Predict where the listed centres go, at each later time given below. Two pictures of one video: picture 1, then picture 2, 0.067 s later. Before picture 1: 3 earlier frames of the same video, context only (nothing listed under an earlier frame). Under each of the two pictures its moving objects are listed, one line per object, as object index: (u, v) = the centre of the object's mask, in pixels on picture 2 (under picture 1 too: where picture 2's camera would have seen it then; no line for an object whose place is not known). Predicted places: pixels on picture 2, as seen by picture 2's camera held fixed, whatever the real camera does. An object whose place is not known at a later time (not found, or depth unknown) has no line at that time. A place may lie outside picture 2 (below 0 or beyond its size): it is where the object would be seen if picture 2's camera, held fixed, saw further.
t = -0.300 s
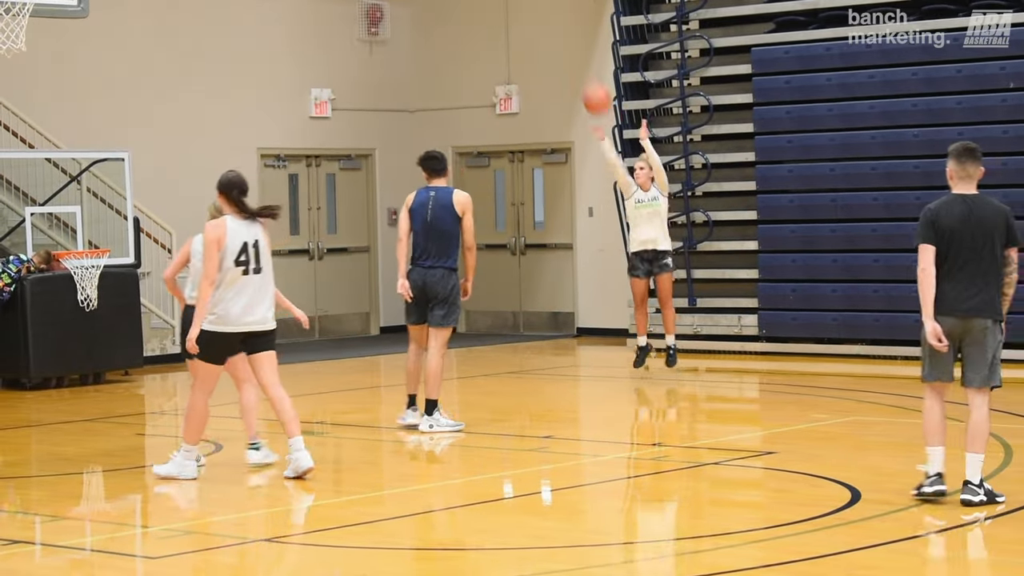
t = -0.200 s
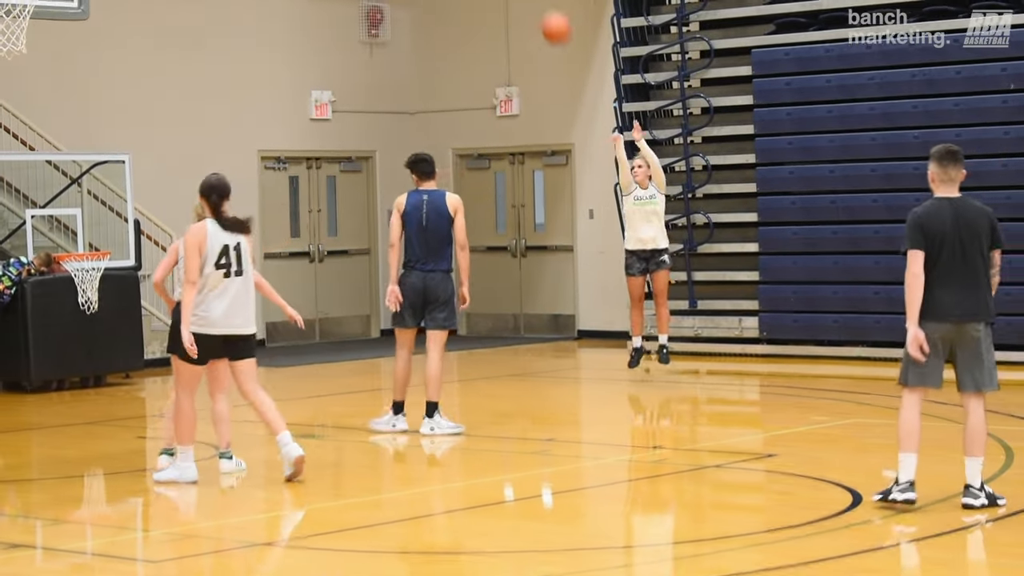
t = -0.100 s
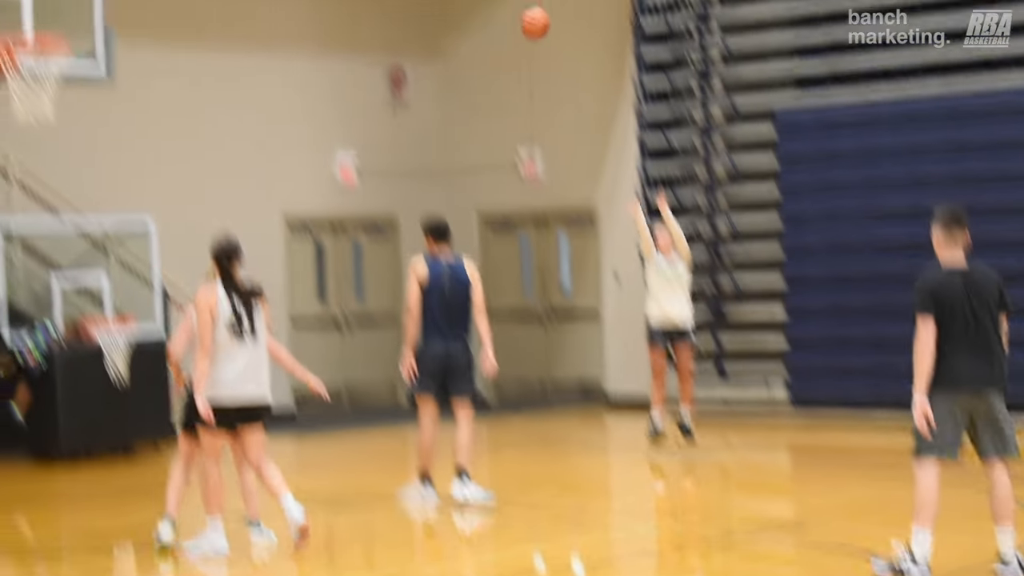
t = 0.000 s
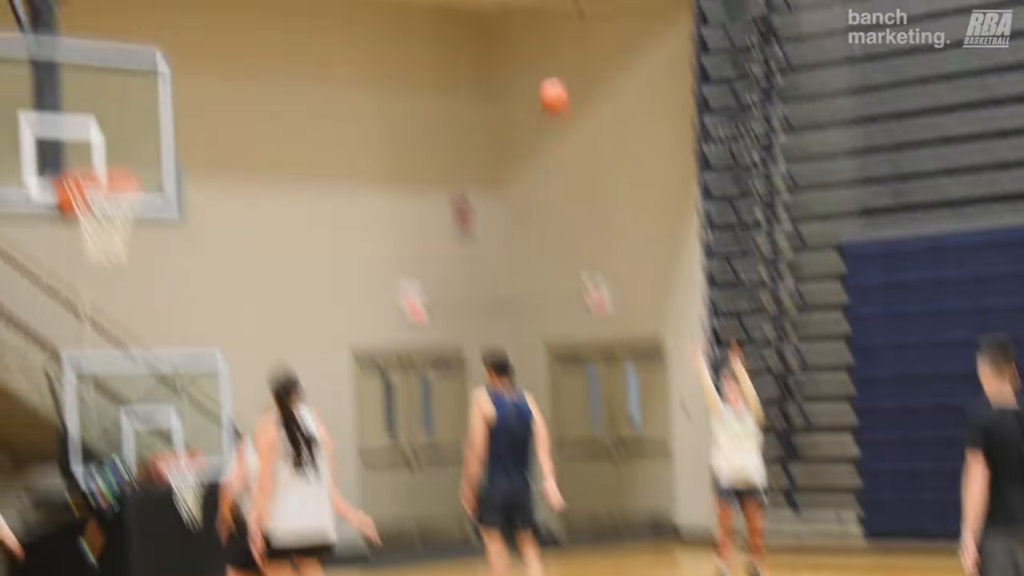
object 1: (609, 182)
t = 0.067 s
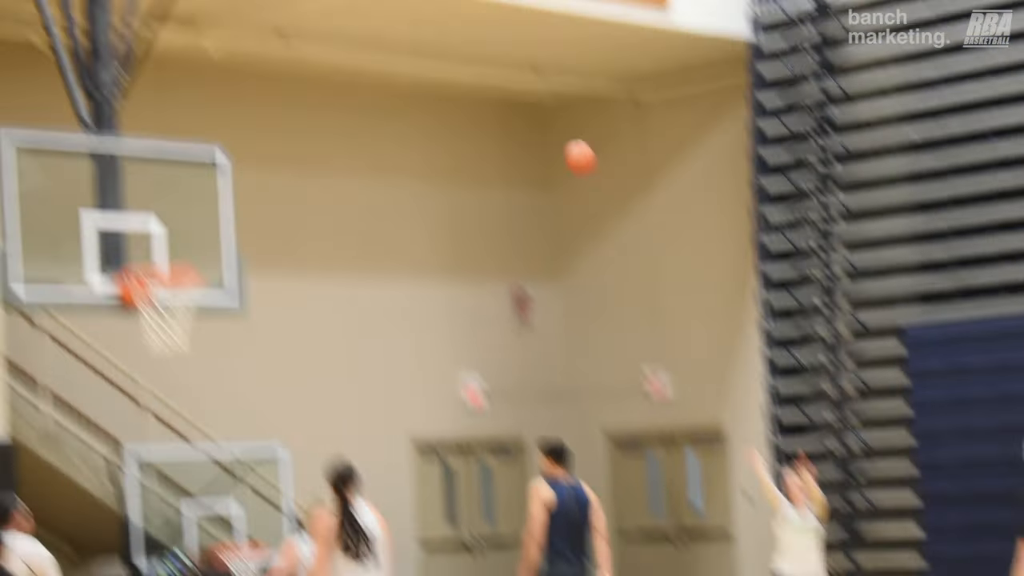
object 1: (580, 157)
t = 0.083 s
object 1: (573, 151)
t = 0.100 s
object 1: (566, 147)
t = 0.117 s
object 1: (559, 142)
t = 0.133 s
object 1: (551, 136)
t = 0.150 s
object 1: (544, 131)
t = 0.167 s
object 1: (537, 125)
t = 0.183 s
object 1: (530, 121)
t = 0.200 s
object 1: (522, 117)
